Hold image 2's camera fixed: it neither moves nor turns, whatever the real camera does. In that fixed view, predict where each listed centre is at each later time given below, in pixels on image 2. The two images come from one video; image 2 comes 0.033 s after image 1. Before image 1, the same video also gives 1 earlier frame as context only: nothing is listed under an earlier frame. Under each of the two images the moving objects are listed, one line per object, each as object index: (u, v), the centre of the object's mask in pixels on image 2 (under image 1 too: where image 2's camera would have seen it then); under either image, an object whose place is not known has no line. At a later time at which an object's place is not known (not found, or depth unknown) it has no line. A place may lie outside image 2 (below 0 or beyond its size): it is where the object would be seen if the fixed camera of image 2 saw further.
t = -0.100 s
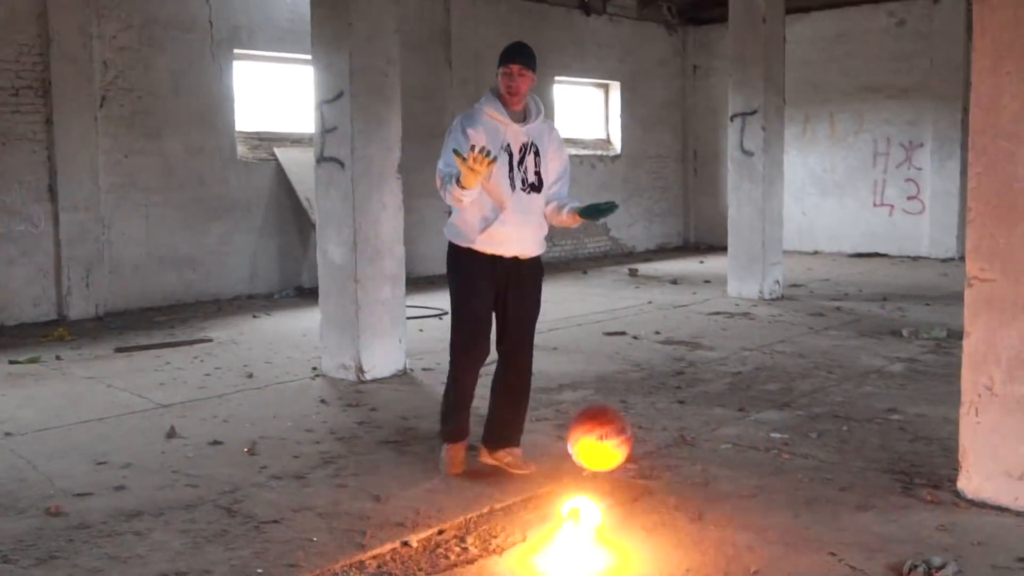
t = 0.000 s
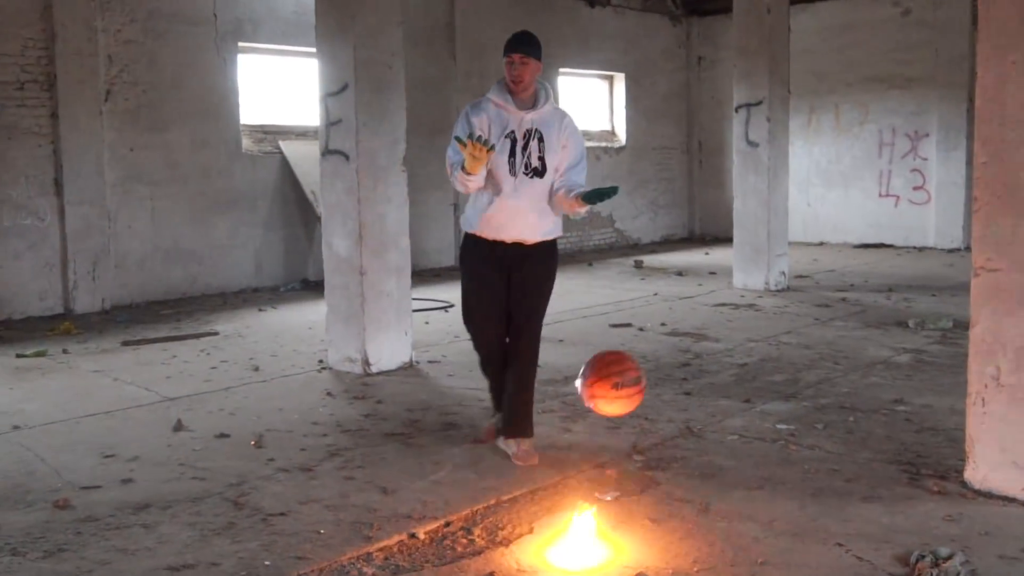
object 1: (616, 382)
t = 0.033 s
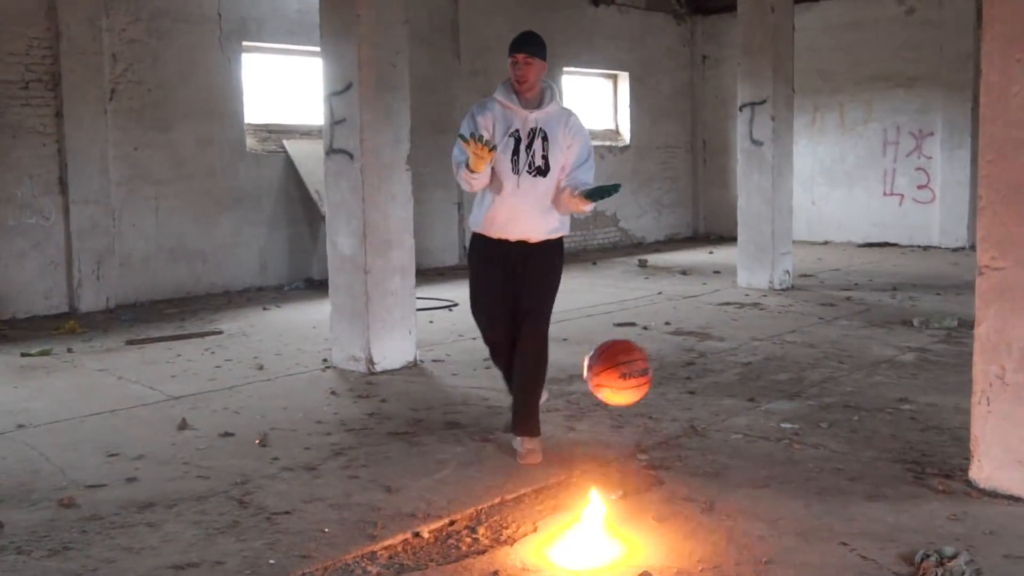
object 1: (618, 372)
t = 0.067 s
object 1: (620, 365)
